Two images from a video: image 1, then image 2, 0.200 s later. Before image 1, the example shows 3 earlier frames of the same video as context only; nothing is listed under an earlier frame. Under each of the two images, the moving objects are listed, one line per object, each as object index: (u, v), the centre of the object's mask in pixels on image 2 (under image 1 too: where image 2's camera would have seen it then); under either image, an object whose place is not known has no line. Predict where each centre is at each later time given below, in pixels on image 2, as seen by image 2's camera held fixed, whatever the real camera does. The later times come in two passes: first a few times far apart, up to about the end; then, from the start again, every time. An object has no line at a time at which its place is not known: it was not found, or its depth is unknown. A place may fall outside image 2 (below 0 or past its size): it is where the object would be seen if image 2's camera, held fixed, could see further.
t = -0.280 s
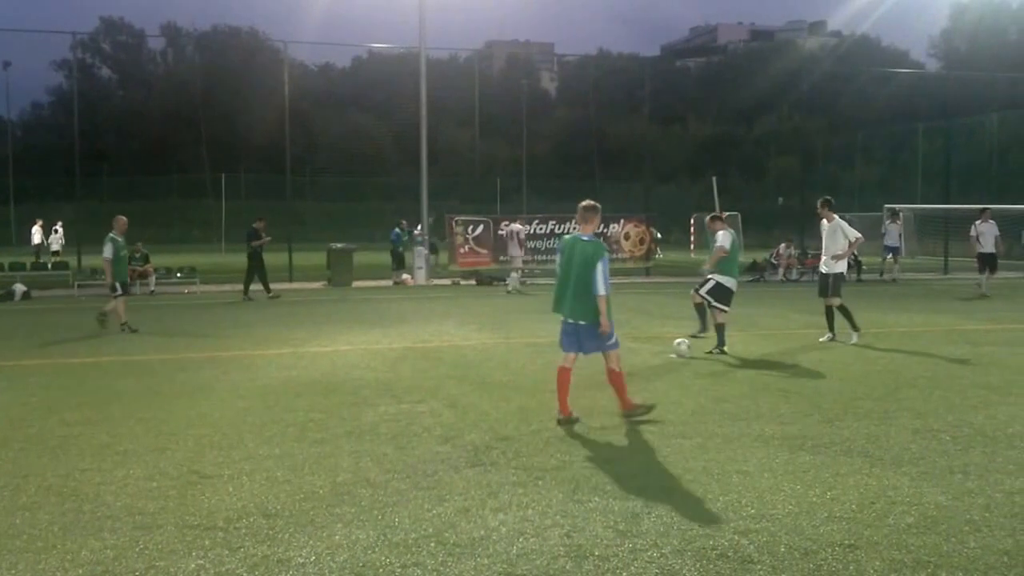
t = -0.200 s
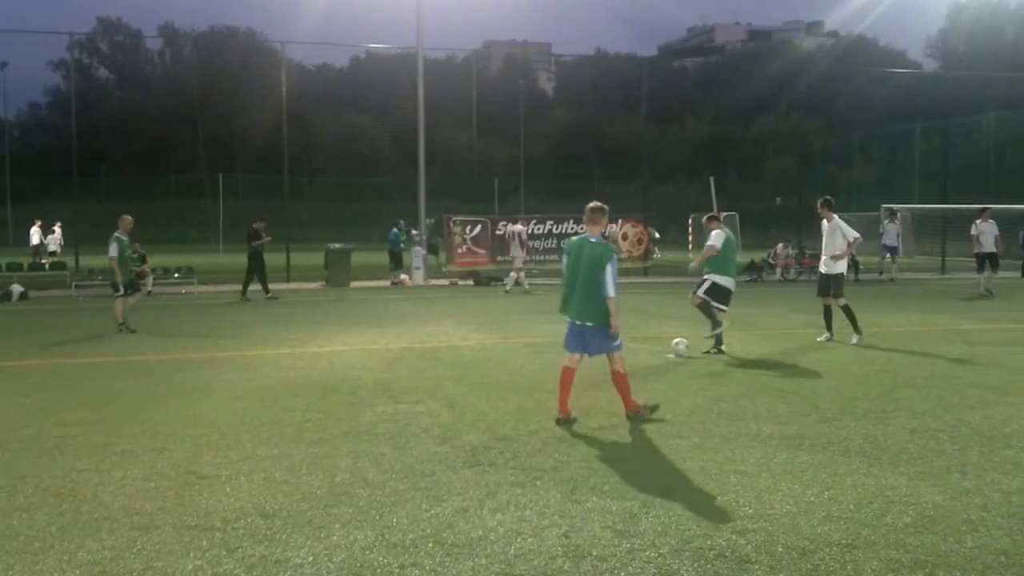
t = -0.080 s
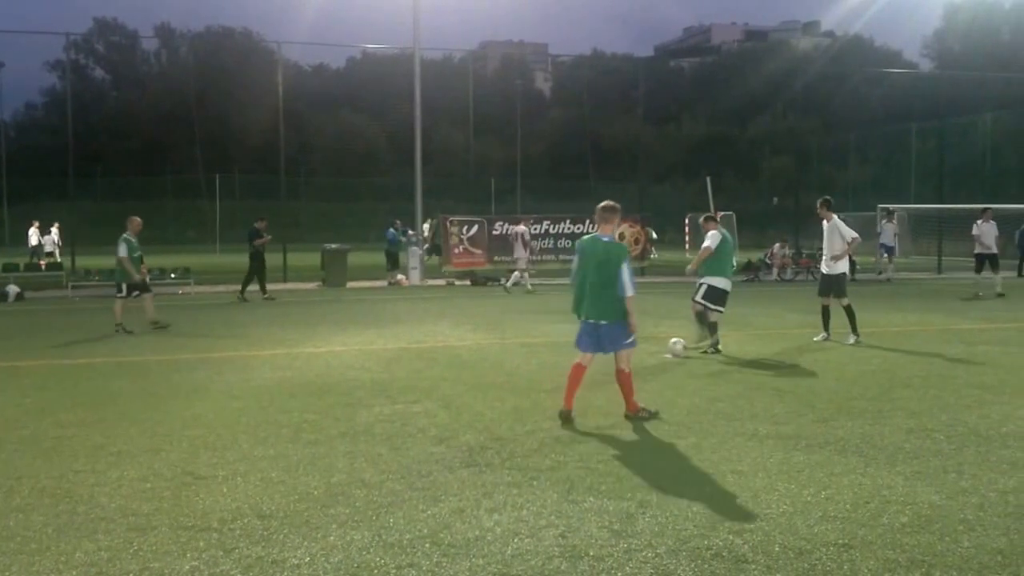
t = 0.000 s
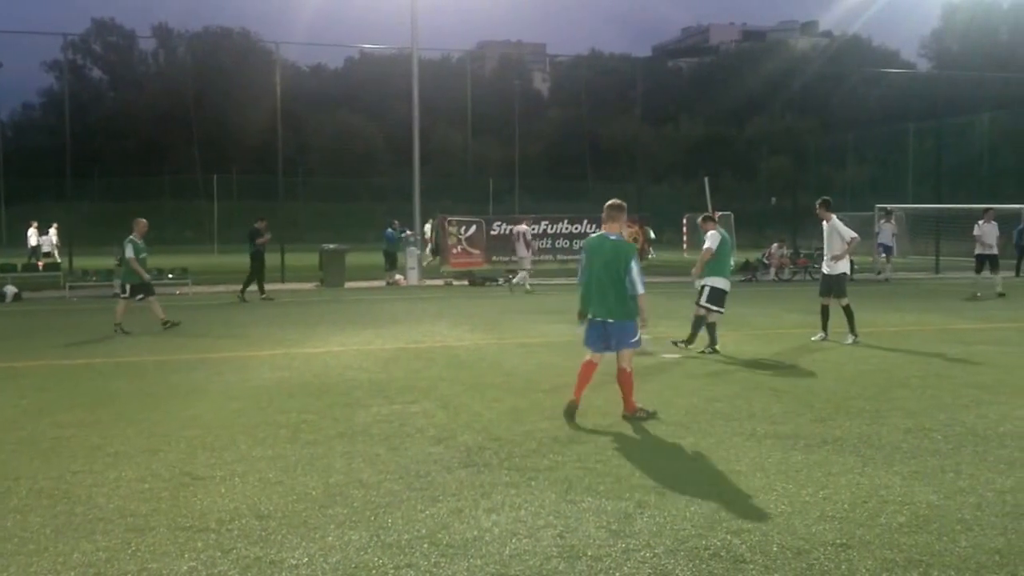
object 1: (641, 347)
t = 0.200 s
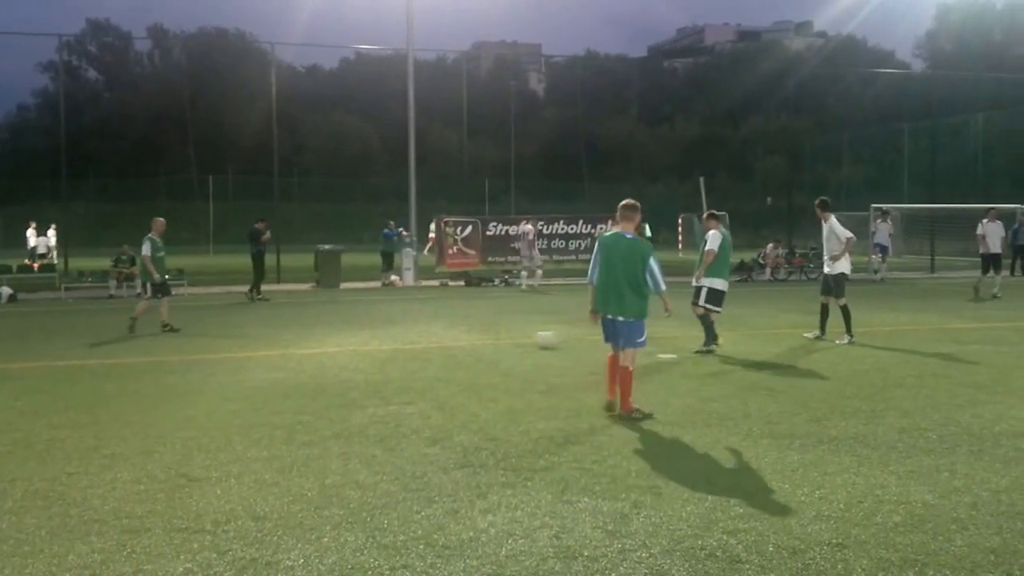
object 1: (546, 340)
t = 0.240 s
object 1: (530, 338)
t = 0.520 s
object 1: (450, 335)
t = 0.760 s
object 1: (394, 333)
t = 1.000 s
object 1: (342, 329)
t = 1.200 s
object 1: (301, 328)
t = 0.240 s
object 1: (530, 338)
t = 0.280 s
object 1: (517, 338)
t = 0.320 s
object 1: (504, 337)
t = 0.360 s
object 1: (493, 337)
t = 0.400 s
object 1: (481, 336)
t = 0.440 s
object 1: (470, 335)
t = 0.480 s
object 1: (460, 335)
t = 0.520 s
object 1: (450, 335)
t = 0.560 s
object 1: (440, 334)
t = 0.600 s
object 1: (430, 334)
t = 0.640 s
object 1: (421, 333)
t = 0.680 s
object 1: (411, 333)
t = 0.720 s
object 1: (403, 333)
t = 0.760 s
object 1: (394, 333)
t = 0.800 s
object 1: (384, 331)
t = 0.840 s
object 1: (375, 331)
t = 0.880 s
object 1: (367, 331)
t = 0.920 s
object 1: (358, 331)
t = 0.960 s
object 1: (350, 330)
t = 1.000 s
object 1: (342, 329)
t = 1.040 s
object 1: (334, 330)
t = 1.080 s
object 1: (326, 329)
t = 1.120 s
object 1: (317, 329)
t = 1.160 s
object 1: (309, 328)
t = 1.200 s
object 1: (301, 328)
